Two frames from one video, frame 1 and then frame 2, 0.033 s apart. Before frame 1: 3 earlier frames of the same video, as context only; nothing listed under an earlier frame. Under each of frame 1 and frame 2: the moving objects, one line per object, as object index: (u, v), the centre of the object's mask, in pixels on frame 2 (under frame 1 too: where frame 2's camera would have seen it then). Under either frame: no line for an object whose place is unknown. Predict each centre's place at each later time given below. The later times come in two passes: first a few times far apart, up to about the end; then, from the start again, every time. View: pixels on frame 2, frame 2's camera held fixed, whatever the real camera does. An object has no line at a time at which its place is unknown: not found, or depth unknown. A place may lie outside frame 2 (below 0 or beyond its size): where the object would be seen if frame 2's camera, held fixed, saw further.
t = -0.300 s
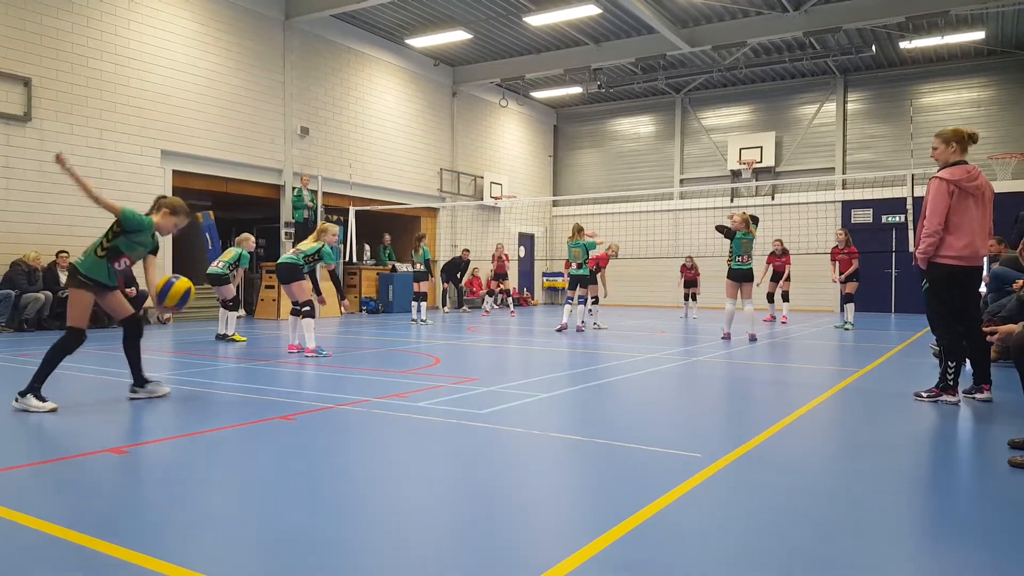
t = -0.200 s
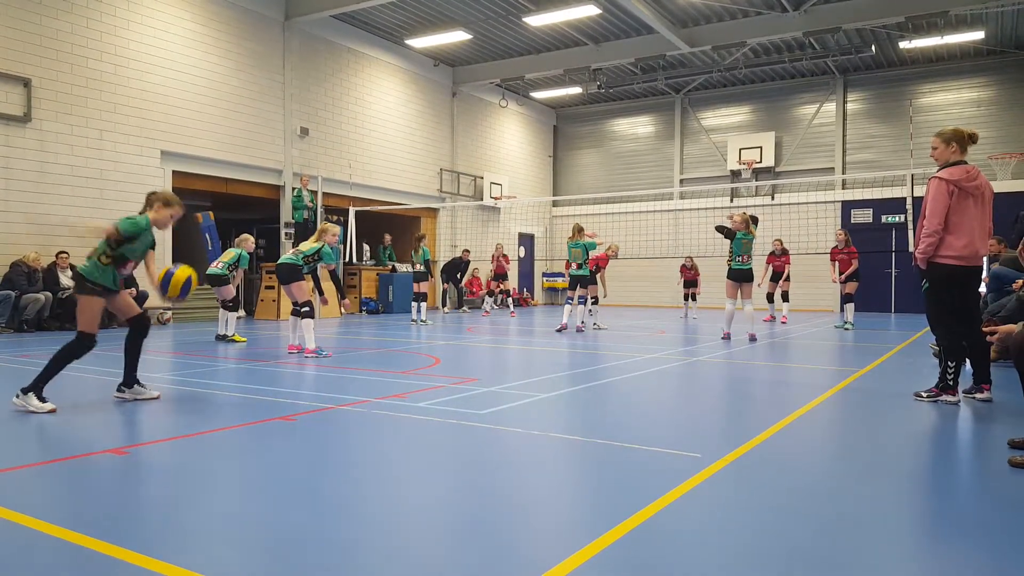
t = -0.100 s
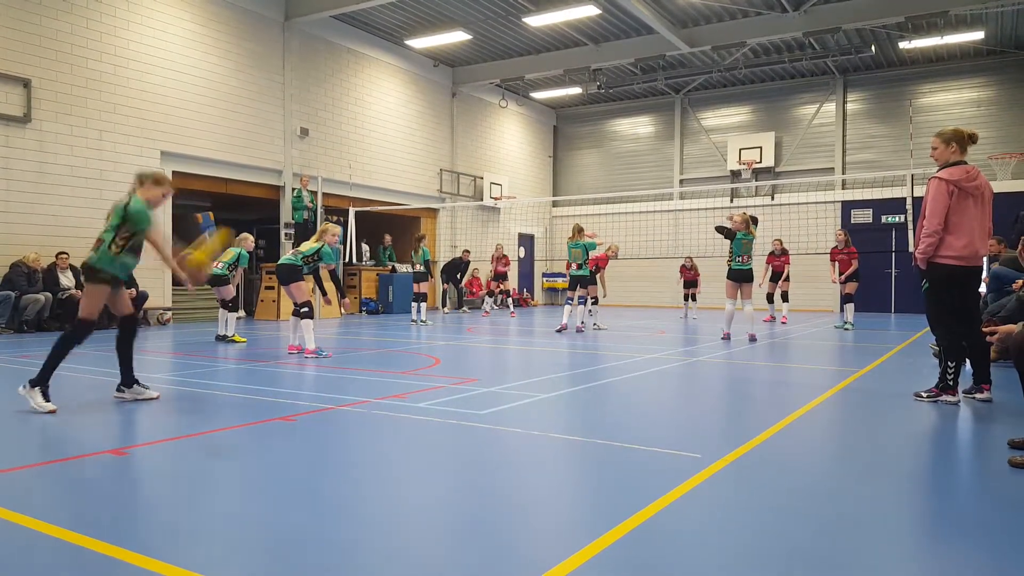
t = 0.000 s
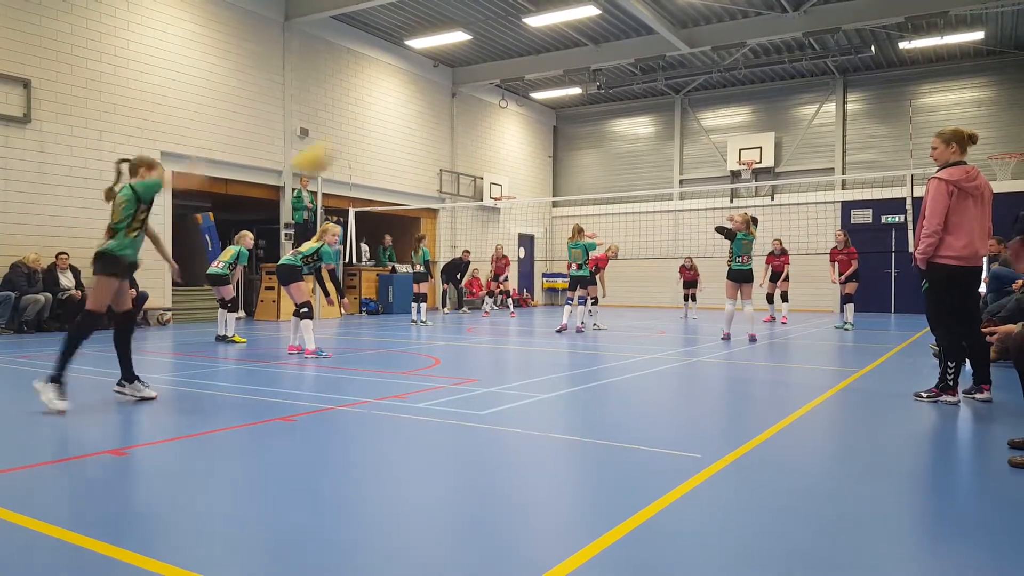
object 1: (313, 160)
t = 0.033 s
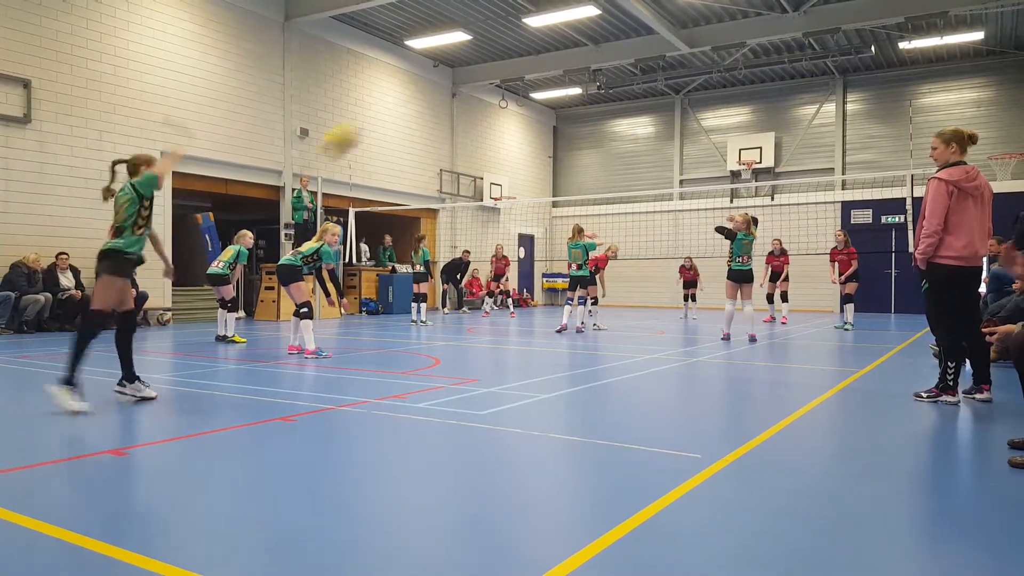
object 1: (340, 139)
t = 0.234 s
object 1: (475, 54)
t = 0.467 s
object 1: (574, 33)
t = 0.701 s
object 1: (637, 56)
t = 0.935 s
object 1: (679, 106)
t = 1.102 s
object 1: (704, 160)
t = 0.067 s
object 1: (366, 118)
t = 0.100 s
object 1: (394, 99)
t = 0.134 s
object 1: (417, 84)
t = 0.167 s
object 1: (439, 71)
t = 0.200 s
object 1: (459, 59)
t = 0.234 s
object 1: (475, 54)
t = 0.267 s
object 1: (493, 49)
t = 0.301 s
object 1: (507, 42)
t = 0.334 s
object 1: (522, 38)
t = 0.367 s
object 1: (535, 36)
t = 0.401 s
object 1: (549, 35)
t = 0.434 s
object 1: (561, 32)
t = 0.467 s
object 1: (574, 33)
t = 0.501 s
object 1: (583, 34)
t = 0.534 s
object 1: (593, 34)
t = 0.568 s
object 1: (603, 38)
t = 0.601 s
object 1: (612, 39)
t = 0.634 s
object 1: (621, 45)
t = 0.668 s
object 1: (629, 52)
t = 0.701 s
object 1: (637, 56)
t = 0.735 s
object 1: (643, 63)
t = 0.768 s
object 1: (650, 71)
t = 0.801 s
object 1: (657, 75)
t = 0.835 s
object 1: (661, 80)
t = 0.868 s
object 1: (667, 88)
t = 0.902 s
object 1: (673, 97)
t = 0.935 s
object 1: (679, 106)
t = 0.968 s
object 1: (684, 116)
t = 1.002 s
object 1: (689, 126)
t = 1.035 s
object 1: (694, 137)
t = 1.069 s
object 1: (699, 149)
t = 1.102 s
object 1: (704, 160)
